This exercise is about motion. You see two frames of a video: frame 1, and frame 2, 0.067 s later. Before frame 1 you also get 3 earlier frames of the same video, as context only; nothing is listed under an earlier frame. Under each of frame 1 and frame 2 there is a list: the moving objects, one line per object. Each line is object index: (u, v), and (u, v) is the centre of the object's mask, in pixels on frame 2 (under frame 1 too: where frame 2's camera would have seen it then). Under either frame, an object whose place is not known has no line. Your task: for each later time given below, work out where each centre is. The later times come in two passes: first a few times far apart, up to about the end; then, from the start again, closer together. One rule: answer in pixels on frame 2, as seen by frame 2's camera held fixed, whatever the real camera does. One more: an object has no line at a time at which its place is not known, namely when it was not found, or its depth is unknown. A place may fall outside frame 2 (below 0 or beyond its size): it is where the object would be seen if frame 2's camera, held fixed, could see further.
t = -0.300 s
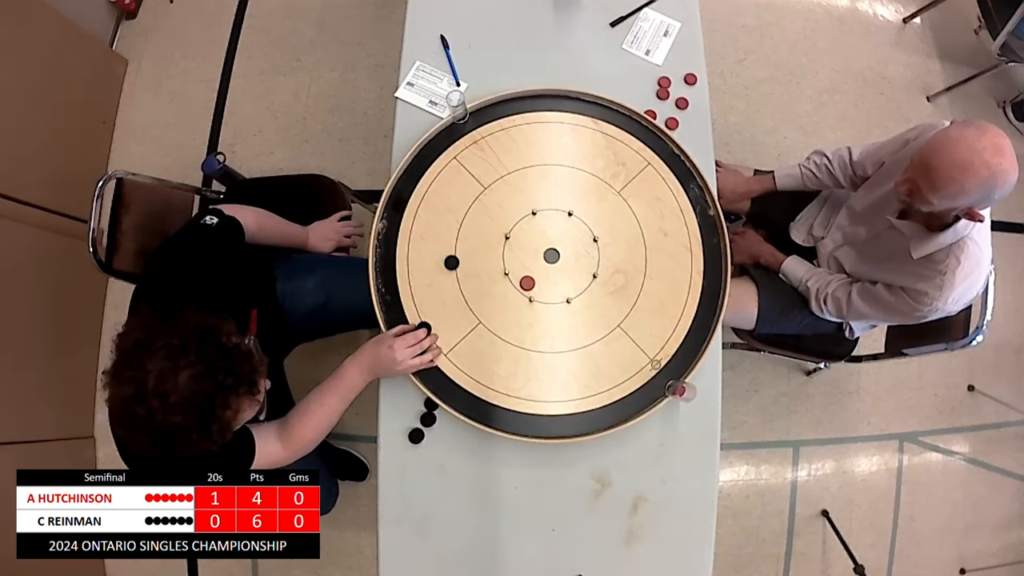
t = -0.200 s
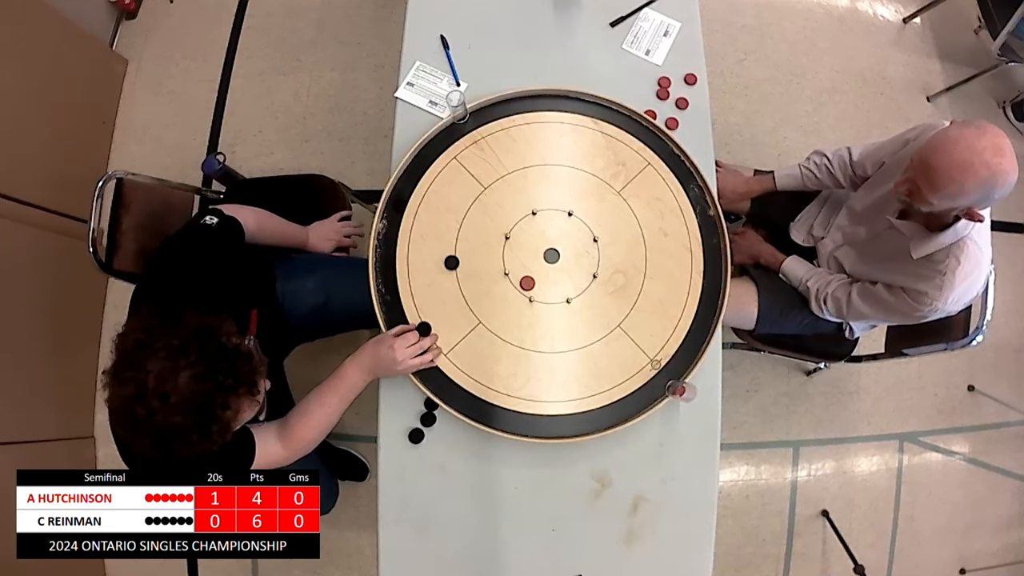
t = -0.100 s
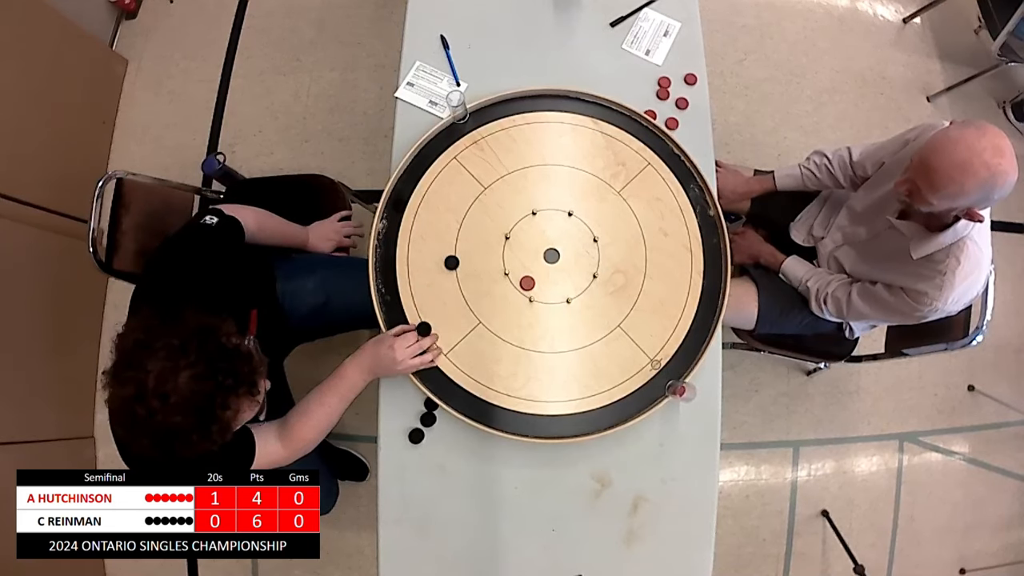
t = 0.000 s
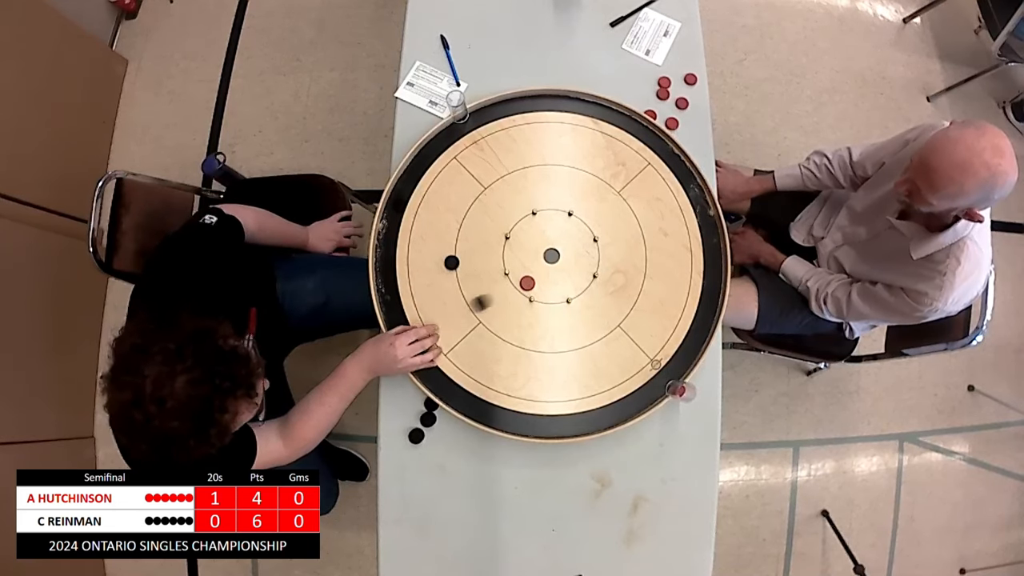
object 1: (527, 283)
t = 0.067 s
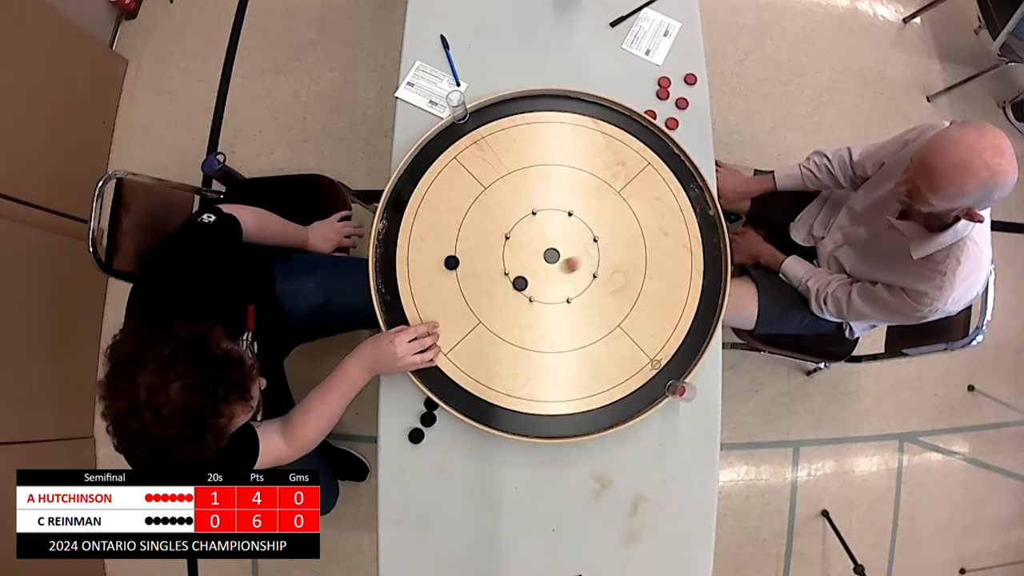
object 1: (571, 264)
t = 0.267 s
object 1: (698, 204)
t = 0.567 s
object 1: (696, 188)
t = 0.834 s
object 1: (695, 187)
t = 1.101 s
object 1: (695, 187)
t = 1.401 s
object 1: (695, 187)
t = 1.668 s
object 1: (695, 187)
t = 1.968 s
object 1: (695, 187)
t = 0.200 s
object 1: (700, 210)
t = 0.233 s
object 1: (700, 207)
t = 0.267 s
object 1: (698, 204)
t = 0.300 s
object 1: (700, 200)
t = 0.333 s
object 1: (701, 198)
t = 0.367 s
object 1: (697, 197)
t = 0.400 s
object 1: (697, 196)
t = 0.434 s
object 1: (696, 194)
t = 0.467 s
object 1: (696, 192)
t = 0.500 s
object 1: (696, 191)
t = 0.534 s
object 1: (696, 189)
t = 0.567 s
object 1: (696, 188)
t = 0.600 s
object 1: (696, 188)
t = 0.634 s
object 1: (695, 187)
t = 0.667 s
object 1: (695, 187)
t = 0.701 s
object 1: (695, 187)
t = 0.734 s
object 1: (695, 187)
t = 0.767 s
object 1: (695, 187)
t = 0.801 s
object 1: (695, 187)
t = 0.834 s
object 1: (695, 187)
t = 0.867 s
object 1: (695, 187)
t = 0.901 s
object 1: (695, 187)
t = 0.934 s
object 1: (695, 187)
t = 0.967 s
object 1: (695, 187)
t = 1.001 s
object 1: (695, 187)
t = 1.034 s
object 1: (695, 187)
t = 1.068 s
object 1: (695, 187)
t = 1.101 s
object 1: (695, 187)
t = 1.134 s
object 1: (695, 187)
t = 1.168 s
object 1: (695, 187)
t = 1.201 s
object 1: (695, 187)
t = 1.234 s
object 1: (695, 187)
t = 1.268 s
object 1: (695, 187)
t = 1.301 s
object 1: (695, 187)
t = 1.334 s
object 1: (695, 187)
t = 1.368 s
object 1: (695, 187)
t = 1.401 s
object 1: (695, 187)
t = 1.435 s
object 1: (695, 187)
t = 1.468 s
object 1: (695, 187)
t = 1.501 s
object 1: (695, 187)
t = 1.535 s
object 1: (695, 187)
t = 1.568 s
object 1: (695, 187)
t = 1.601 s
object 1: (695, 187)
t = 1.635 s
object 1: (695, 187)
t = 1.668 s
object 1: (695, 187)
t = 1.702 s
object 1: (695, 187)
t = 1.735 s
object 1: (695, 187)
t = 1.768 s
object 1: (695, 187)
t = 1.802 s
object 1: (695, 187)
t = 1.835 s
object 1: (695, 187)
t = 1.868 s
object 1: (695, 187)
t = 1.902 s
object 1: (695, 187)
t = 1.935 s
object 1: (695, 187)
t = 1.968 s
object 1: (695, 187)
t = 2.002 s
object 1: (695, 187)
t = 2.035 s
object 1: (695, 187)
